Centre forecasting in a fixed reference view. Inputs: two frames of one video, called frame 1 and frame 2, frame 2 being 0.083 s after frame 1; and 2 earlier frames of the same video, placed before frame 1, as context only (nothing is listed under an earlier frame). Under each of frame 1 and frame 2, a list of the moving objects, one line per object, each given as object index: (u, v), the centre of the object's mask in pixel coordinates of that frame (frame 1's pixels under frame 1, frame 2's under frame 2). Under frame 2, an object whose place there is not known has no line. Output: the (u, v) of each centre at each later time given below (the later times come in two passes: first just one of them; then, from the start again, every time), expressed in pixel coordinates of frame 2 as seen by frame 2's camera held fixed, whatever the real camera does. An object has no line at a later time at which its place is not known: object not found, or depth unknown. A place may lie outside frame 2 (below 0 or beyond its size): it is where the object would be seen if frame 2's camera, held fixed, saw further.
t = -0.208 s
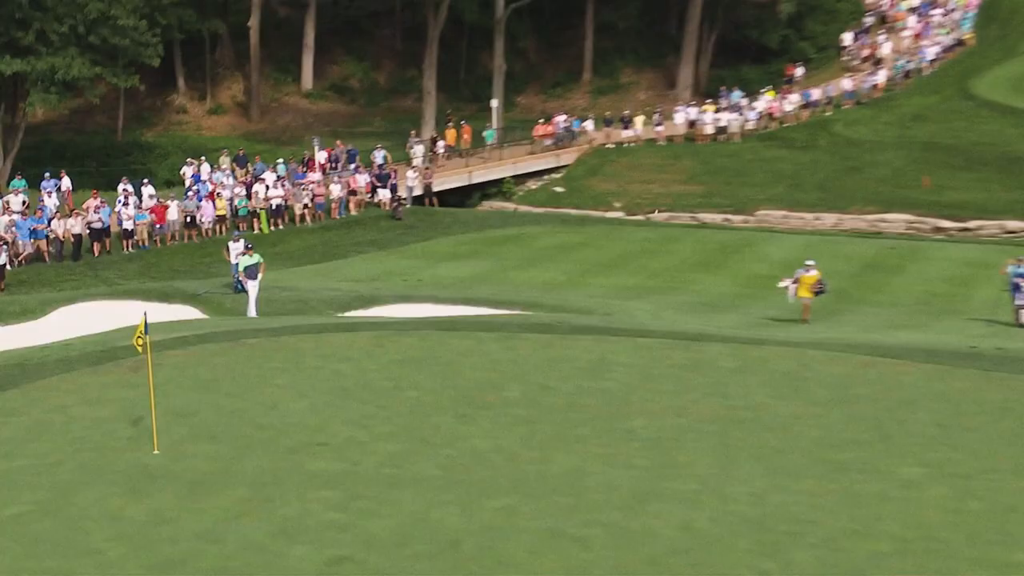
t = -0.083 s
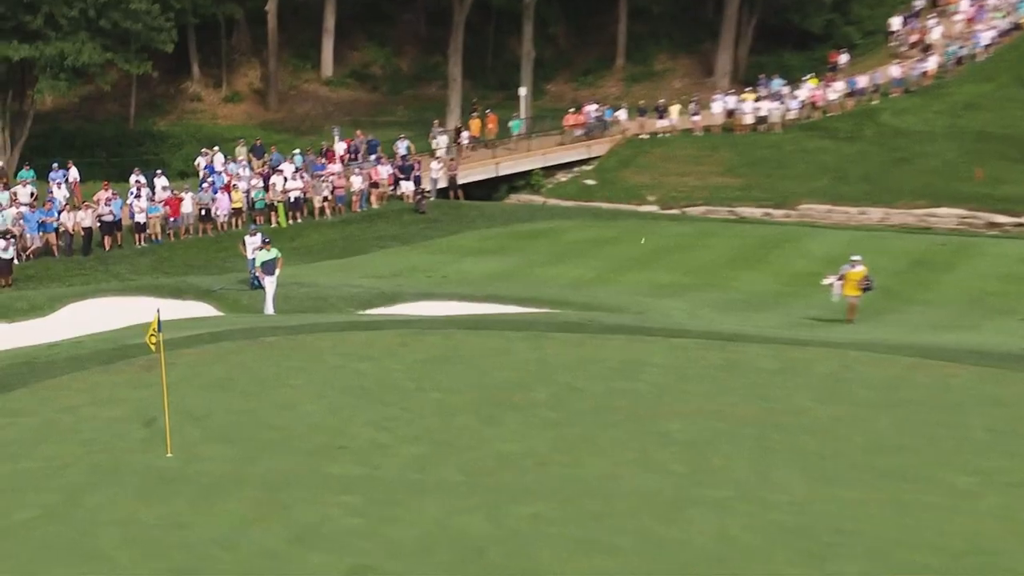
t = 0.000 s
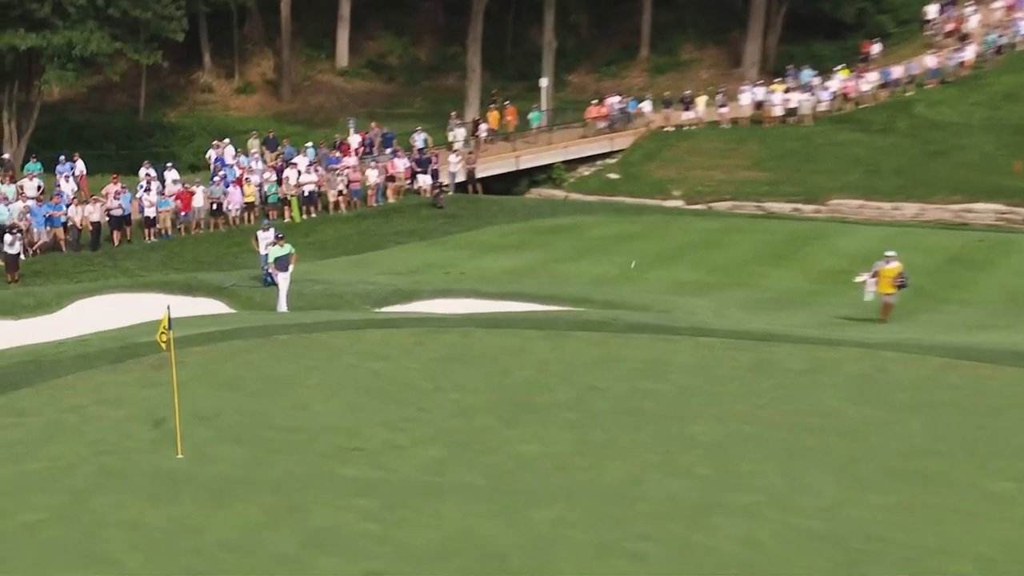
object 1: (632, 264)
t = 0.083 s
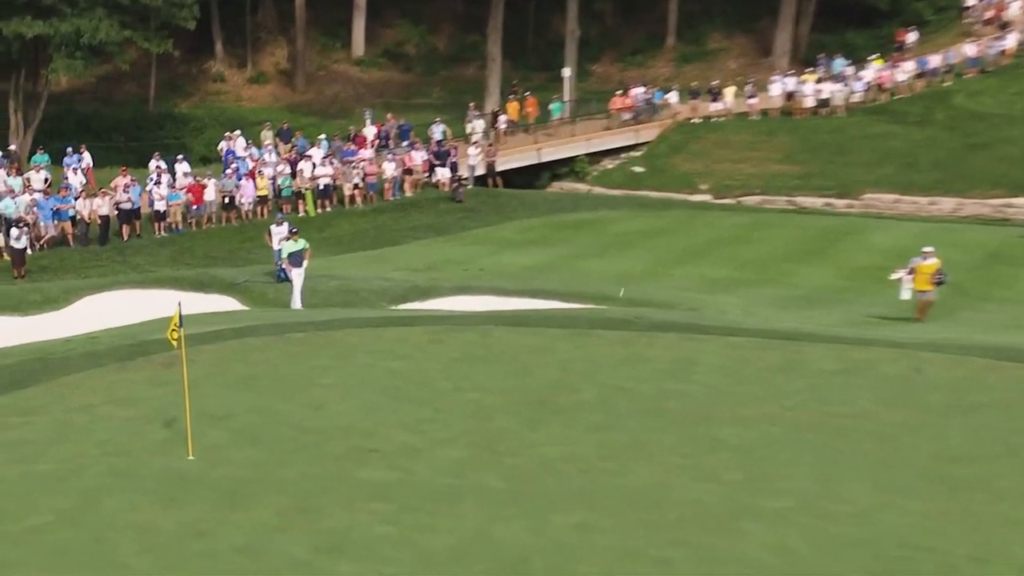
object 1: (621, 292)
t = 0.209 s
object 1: (566, 346)
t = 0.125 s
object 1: (603, 310)
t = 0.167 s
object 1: (584, 327)
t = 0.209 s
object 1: (566, 346)
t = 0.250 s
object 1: (547, 366)
